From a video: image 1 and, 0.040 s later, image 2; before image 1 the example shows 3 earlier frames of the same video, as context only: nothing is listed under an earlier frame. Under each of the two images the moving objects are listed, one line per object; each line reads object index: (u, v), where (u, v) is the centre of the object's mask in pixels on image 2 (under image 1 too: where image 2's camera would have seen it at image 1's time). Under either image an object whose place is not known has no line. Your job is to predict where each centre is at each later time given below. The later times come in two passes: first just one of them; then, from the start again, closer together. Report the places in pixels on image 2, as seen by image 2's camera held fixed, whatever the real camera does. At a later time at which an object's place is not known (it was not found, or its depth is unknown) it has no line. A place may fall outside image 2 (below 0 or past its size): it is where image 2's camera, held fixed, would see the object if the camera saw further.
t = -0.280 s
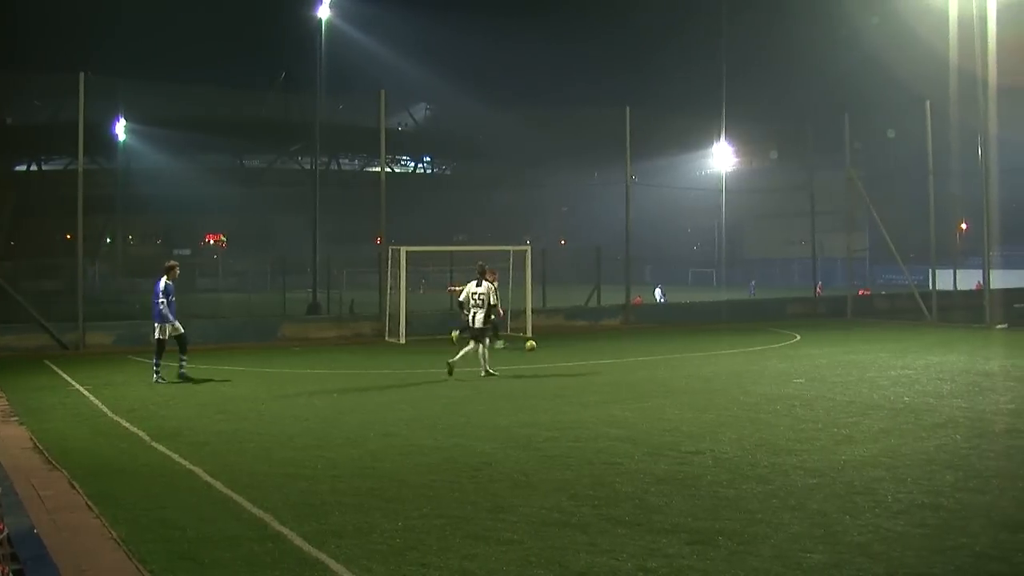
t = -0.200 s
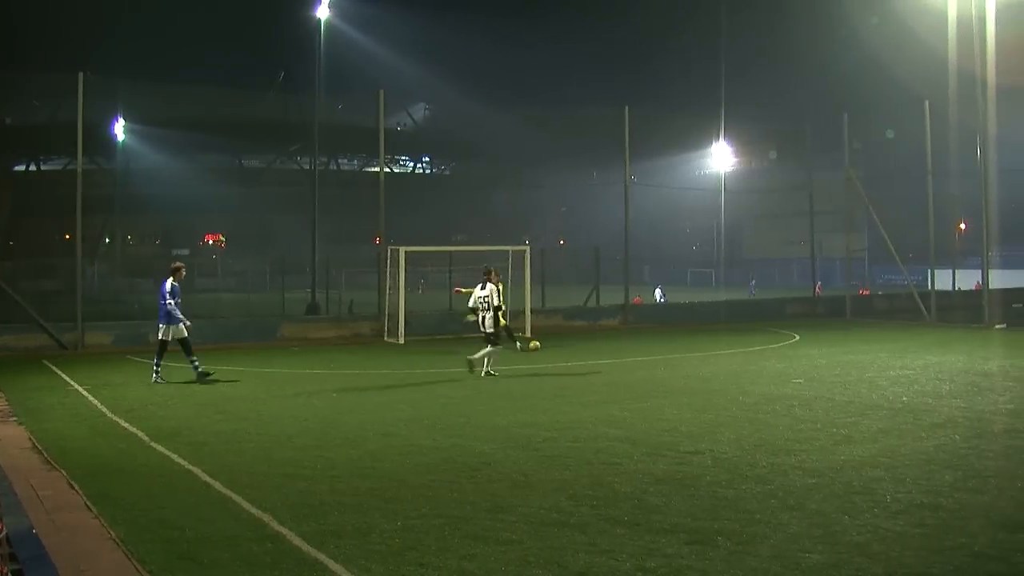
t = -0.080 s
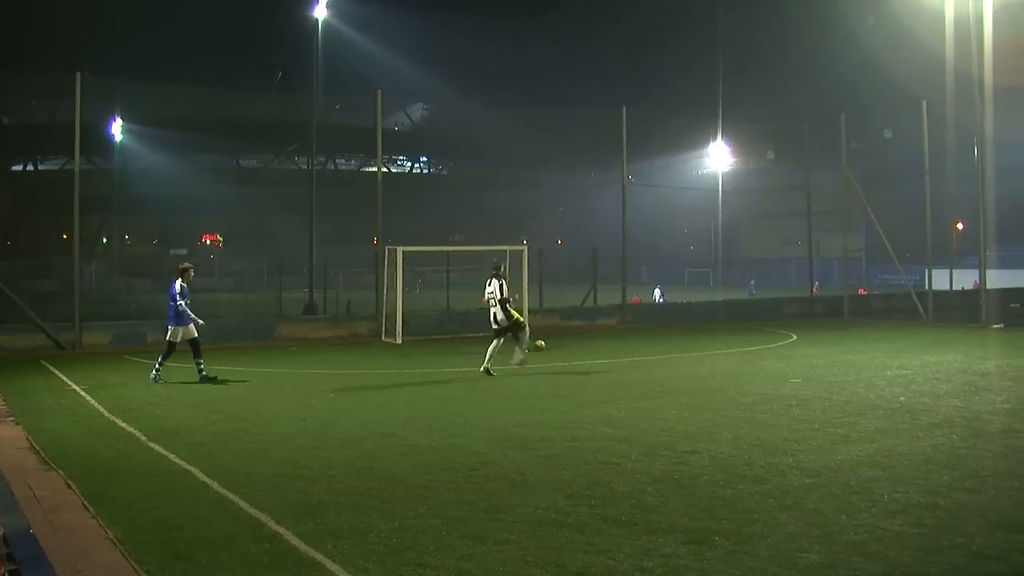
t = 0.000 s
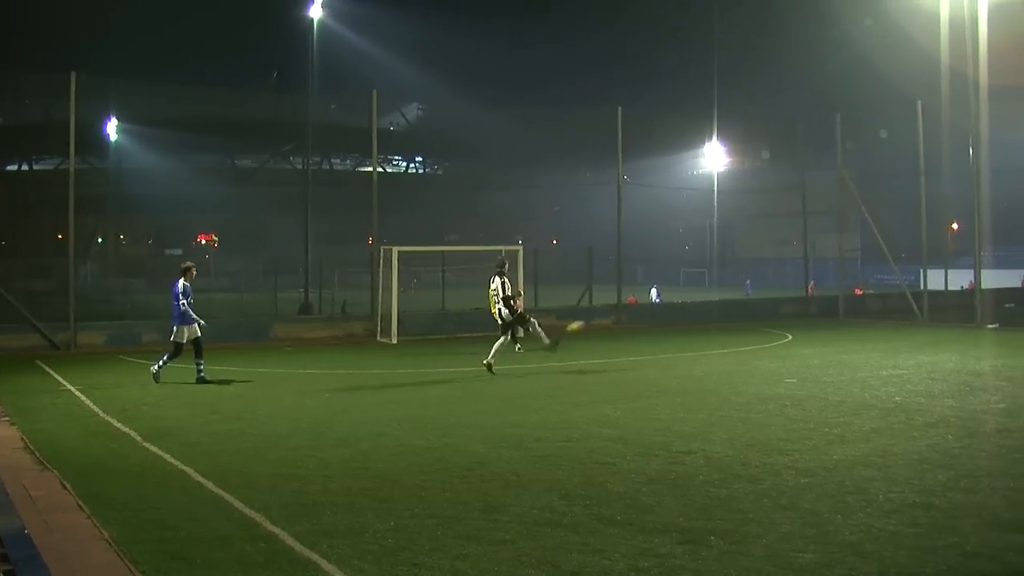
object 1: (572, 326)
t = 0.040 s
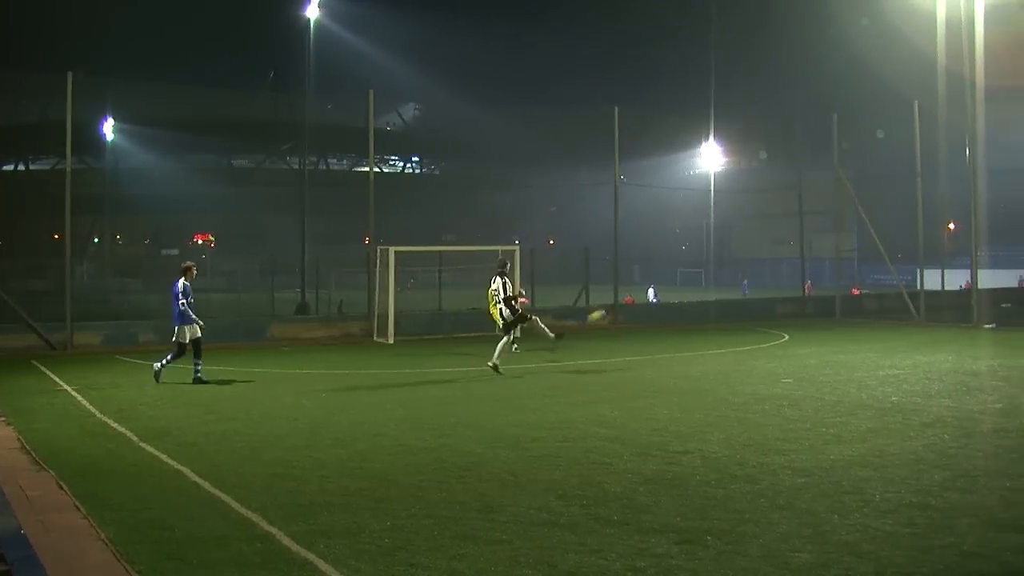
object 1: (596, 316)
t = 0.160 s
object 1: (673, 282)
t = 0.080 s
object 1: (622, 304)
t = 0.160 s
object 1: (673, 282)
